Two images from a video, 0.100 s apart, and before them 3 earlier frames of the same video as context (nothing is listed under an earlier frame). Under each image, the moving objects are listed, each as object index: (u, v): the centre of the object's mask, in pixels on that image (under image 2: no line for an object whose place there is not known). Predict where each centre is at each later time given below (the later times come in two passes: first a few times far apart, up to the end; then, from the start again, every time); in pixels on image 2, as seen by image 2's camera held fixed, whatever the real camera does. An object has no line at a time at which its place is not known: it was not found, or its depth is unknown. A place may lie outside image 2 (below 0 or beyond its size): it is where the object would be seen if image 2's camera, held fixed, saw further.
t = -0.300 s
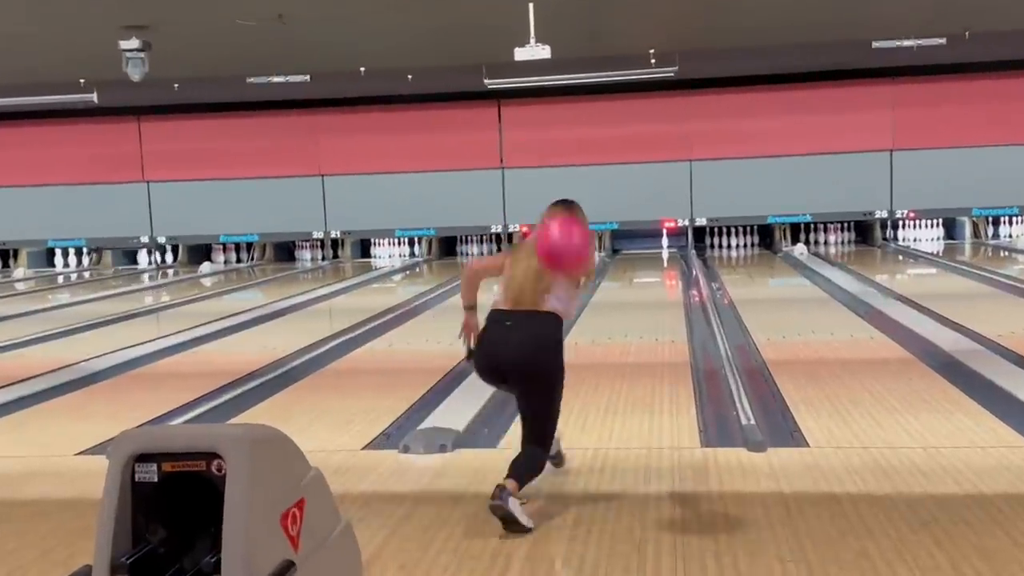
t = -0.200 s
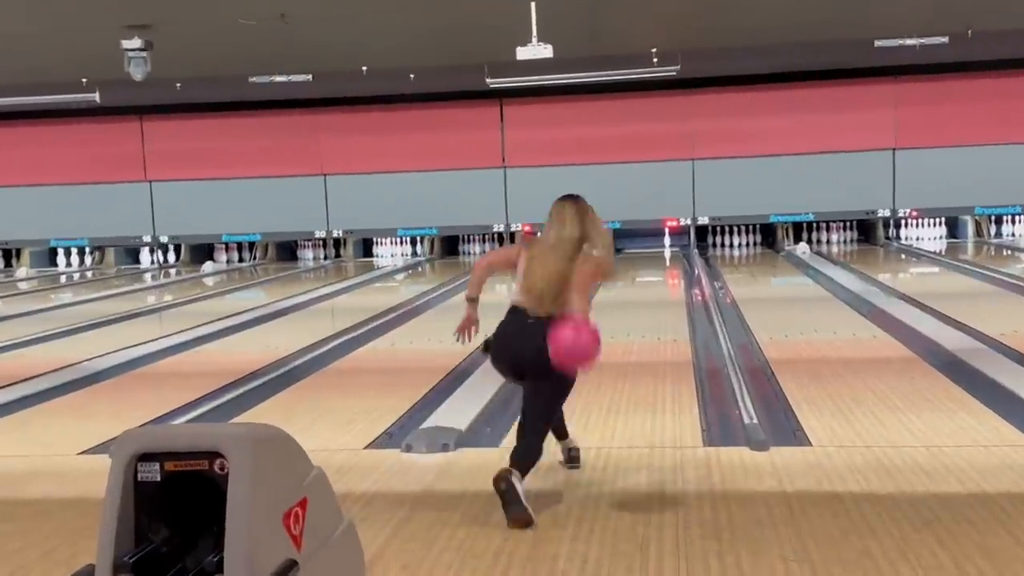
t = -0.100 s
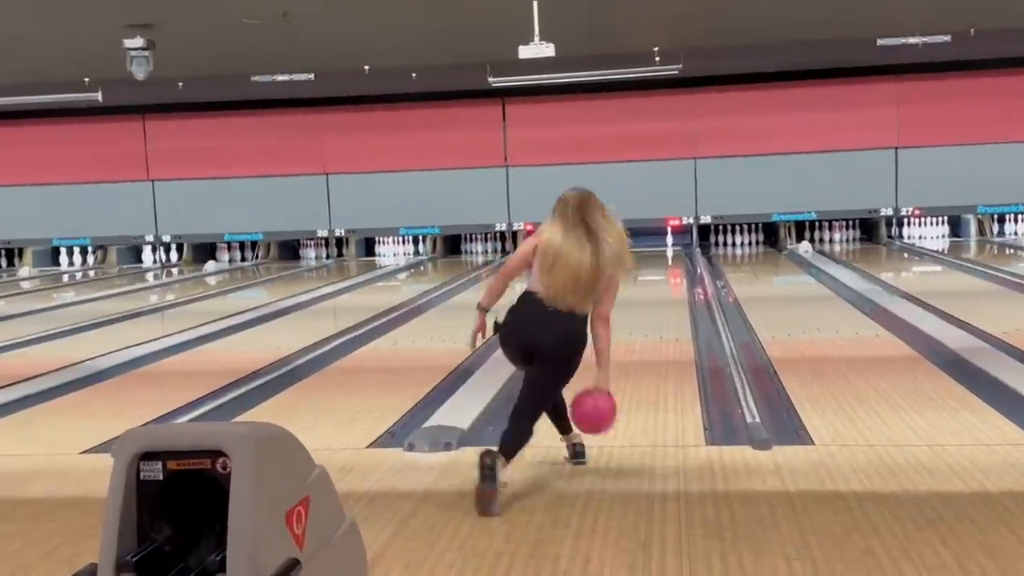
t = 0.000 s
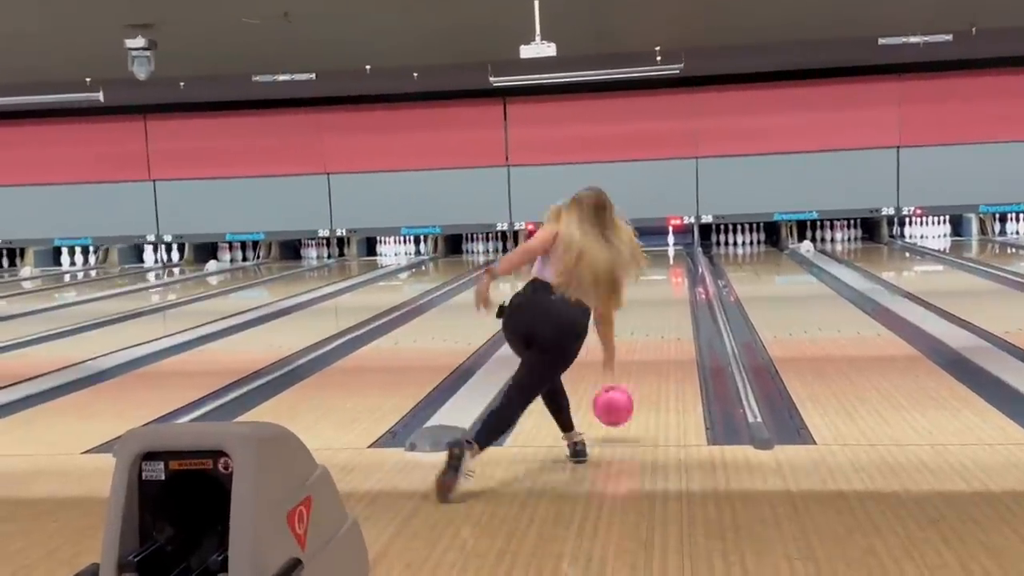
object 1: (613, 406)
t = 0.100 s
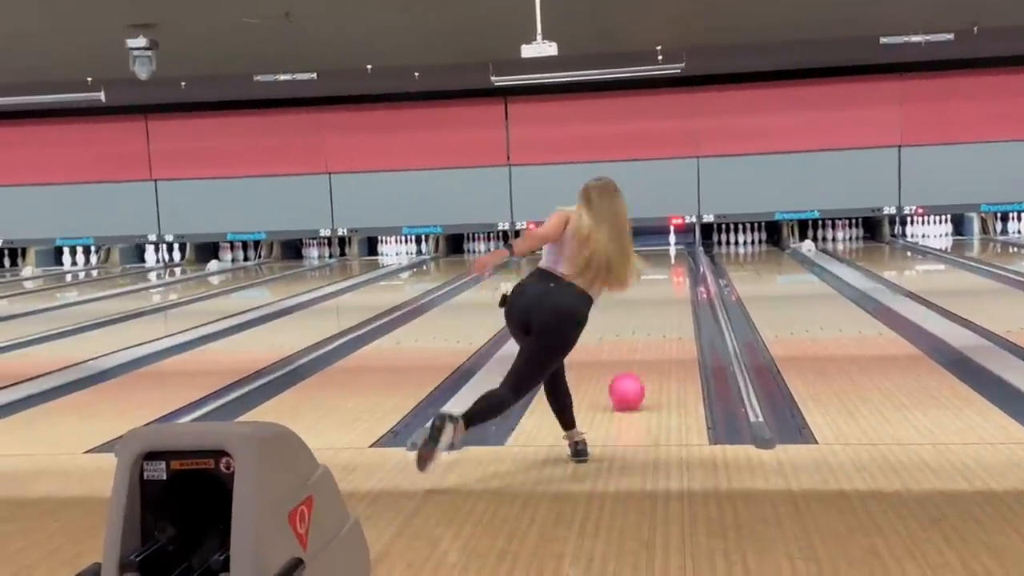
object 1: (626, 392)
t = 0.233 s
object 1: (638, 363)
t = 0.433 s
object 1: (652, 331)
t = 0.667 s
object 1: (661, 306)
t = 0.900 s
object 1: (669, 286)
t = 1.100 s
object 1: (674, 274)
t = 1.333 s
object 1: (680, 264)
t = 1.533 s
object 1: (682, 257)
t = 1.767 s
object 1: (684, 250)
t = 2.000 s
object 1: (685, 245)
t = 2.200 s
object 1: (684, 242)
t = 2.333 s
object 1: (689, 241)
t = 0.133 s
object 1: (630, 384)
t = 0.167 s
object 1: (633, 376)
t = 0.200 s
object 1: (636, 369)
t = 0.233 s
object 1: (638, 363)
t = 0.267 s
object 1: (641, 357)
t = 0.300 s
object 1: (643, 351)
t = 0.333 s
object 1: (645, 346)
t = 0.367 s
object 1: (647, 341)
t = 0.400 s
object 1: (649, 335)
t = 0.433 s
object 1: (652, 331)
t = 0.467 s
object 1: (653, 326)
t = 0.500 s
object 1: (655, 322)
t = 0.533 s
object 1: (656, 319)
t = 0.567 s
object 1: (658, 315)
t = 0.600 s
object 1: (659, 311)
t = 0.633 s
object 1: (660, 309)
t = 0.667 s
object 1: (661, 306)
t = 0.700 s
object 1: (663, 302)
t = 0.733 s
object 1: (664, 300)
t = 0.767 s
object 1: (666, 297)
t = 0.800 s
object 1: (666, 294)
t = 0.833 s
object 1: (668, 292)
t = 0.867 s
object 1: (668, 289)
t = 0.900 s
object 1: (669, 286)
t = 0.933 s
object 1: (670, 284)
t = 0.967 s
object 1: (670, 283)
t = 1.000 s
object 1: (672, 281)
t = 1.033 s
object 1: (673, 277)
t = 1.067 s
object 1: (673, 276)
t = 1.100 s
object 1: (674, 274)
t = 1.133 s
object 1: (676, 272)
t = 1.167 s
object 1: (676, 271)
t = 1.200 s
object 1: (677, 269)
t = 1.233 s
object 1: (677, 268)
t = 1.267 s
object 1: (677, 267)
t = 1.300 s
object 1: (679, 264)
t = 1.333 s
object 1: (680, 264)
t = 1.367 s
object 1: (679, 263)
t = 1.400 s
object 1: (680, 261)
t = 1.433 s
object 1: (681, 260)
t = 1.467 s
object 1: (681, 260)
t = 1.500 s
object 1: (681, 258)
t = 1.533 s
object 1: (682, 257)
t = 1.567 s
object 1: (682, 256)
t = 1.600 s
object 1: (683, 255)
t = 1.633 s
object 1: (684, 253)
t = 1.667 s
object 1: (684, 252)
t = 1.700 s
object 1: (684, 251)
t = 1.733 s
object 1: (684, 250)
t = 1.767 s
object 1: (684, 250)
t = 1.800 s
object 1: (685, 248)
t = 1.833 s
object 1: (685, 248)
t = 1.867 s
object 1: (685, 247)
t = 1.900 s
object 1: (685, 247)
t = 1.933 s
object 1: (686, 246)
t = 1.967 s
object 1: (686, 245)
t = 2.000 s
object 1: (685, 245)
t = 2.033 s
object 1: (686, 245)
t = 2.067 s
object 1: (686, 245)
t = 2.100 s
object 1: (685, 243)
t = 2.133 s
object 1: (685, 243)
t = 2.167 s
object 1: (684, 242)
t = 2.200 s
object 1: (684, 242)
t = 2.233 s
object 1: (685, 241)
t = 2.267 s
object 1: (686, 242)
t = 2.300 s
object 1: (687, 241)
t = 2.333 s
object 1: (689, 241)
